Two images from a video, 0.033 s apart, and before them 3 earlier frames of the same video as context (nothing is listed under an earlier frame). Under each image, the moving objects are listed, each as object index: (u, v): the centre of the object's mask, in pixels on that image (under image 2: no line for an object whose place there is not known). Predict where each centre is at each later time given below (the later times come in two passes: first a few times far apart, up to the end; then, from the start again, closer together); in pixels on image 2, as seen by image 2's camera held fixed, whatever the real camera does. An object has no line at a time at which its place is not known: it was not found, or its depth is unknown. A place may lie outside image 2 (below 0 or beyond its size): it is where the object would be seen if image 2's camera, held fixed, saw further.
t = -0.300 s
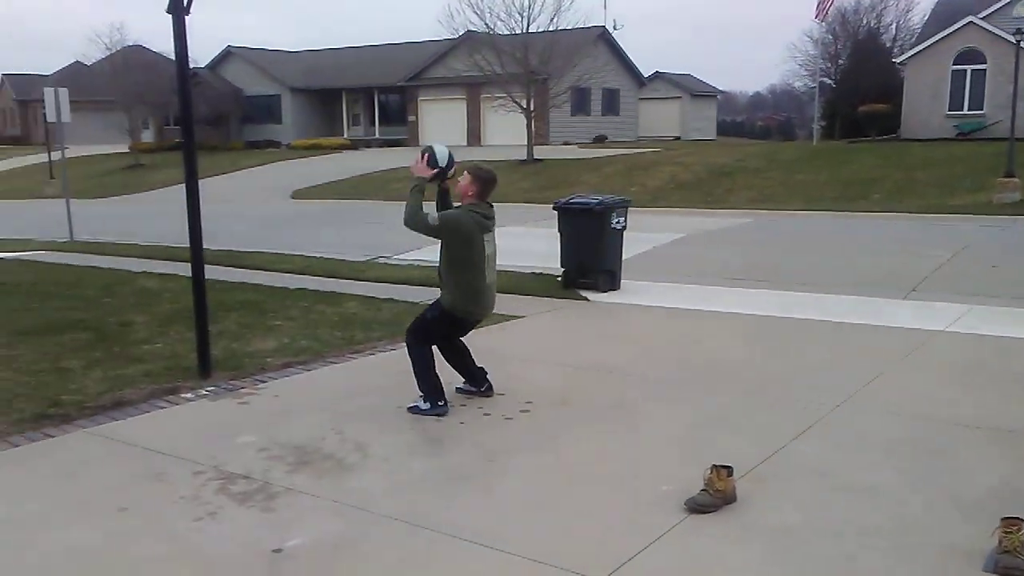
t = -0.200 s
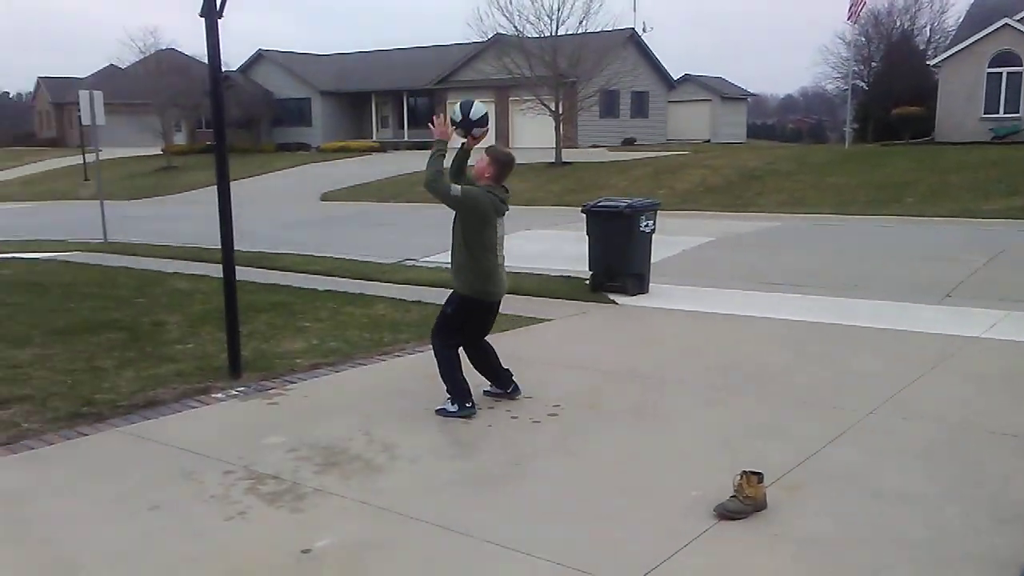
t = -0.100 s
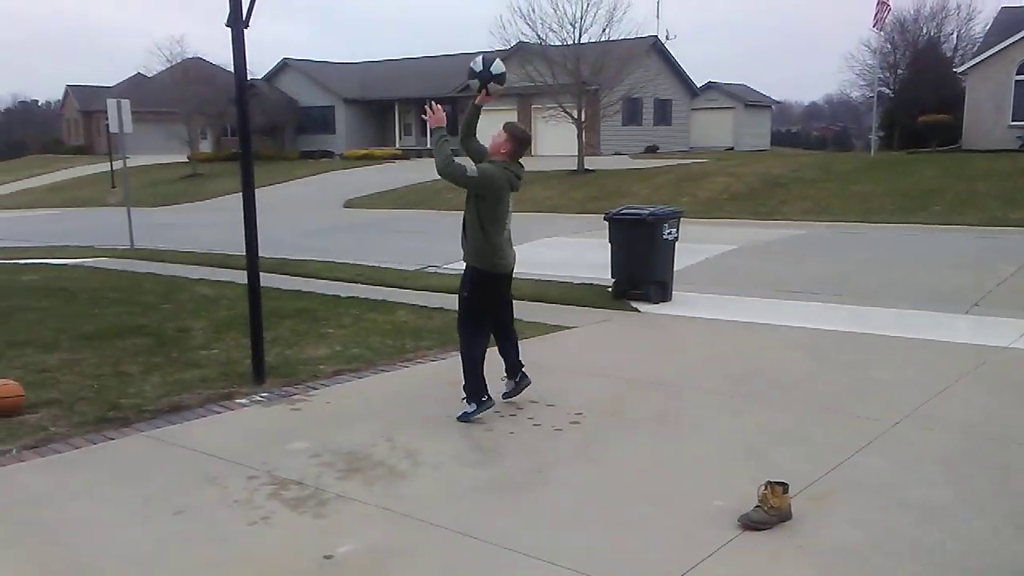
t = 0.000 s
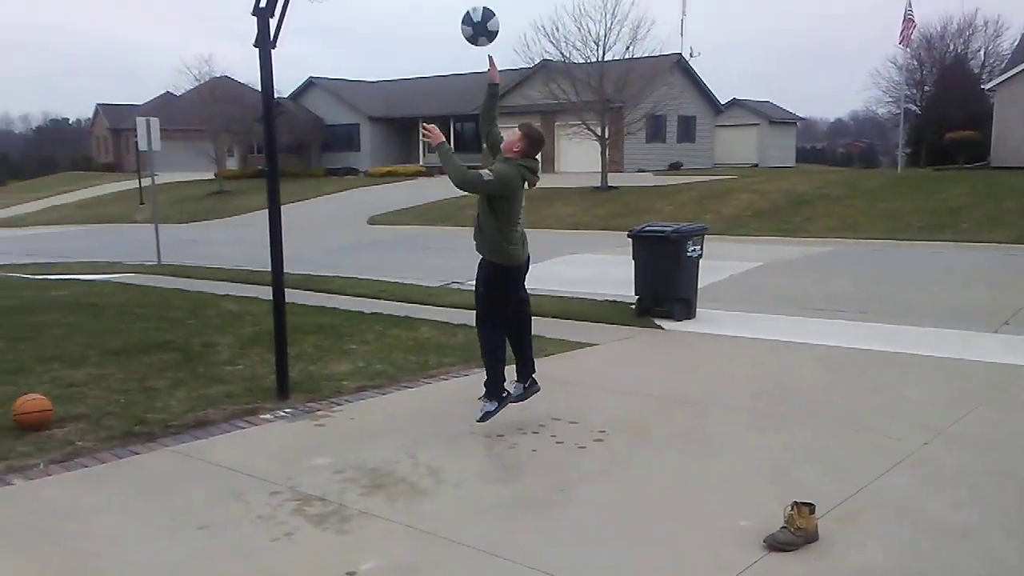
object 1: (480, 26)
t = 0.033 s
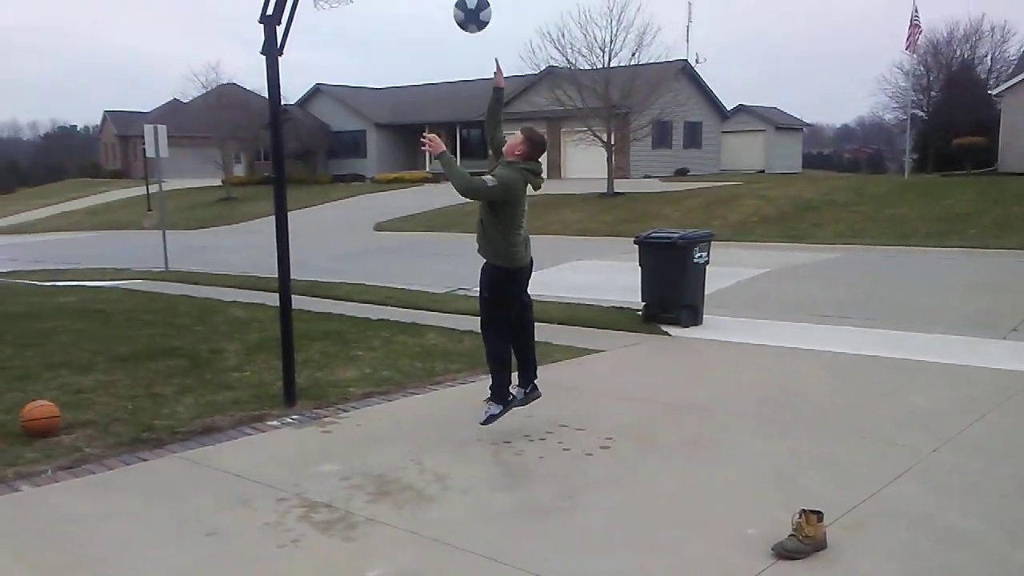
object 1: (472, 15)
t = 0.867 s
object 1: (345, 13)
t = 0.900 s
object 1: (347, 19)
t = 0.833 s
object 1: (343, 7)
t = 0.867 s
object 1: (345, 13)
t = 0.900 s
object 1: (347, 19)
